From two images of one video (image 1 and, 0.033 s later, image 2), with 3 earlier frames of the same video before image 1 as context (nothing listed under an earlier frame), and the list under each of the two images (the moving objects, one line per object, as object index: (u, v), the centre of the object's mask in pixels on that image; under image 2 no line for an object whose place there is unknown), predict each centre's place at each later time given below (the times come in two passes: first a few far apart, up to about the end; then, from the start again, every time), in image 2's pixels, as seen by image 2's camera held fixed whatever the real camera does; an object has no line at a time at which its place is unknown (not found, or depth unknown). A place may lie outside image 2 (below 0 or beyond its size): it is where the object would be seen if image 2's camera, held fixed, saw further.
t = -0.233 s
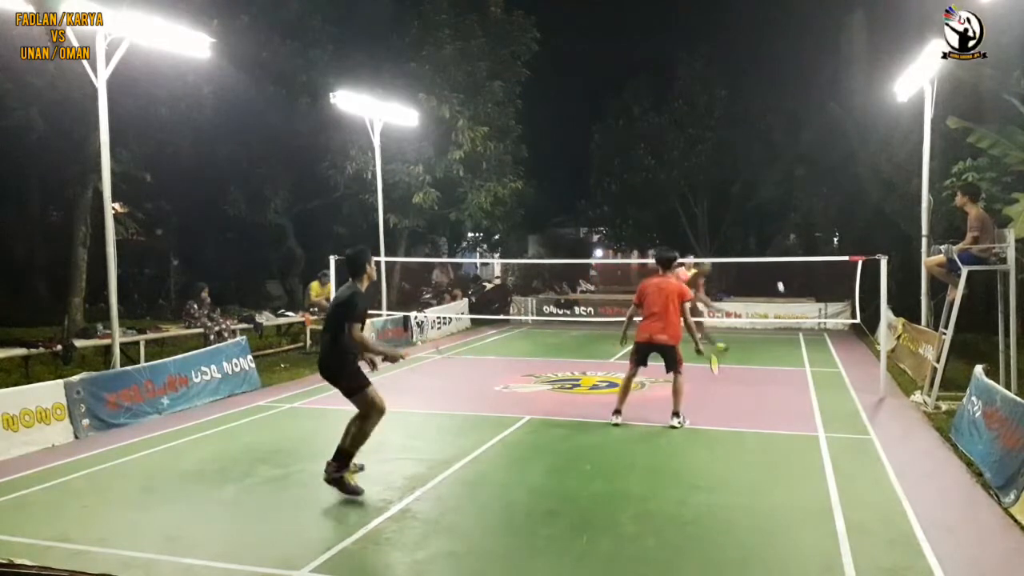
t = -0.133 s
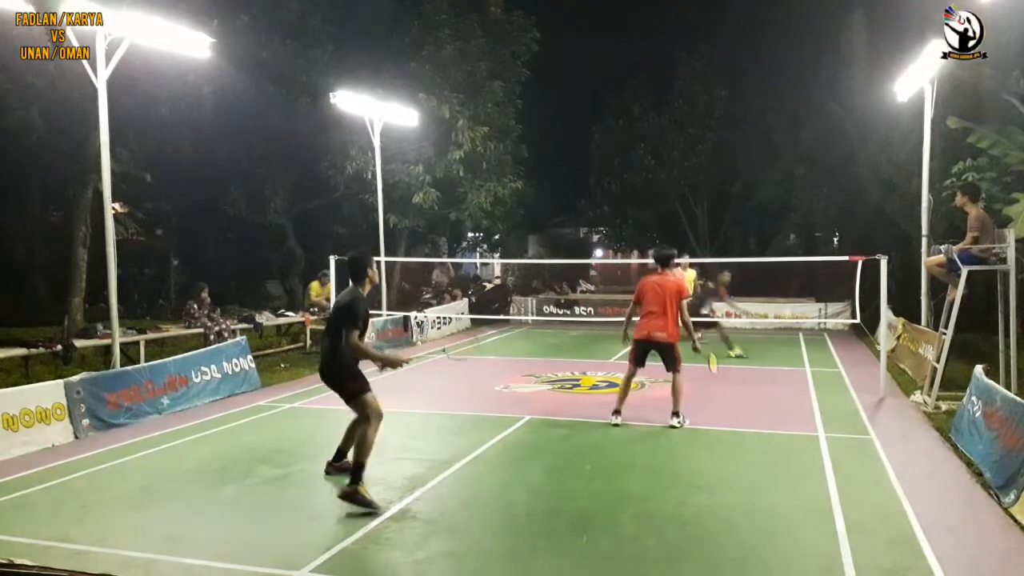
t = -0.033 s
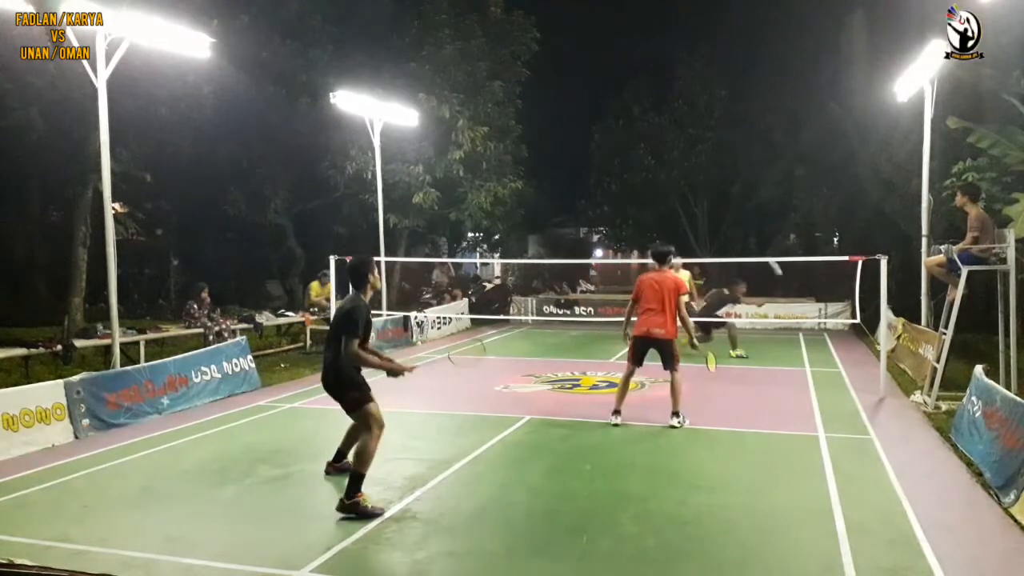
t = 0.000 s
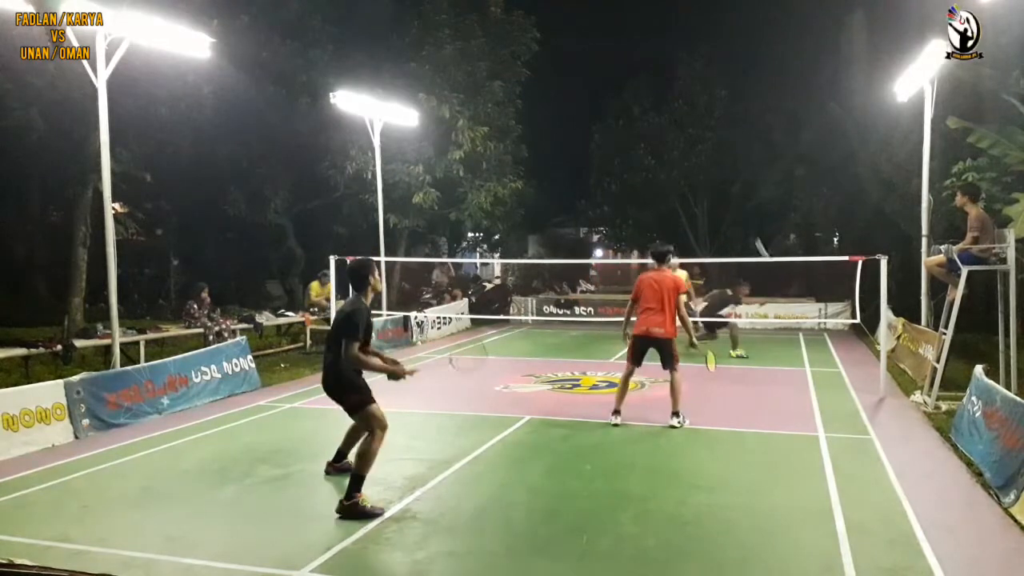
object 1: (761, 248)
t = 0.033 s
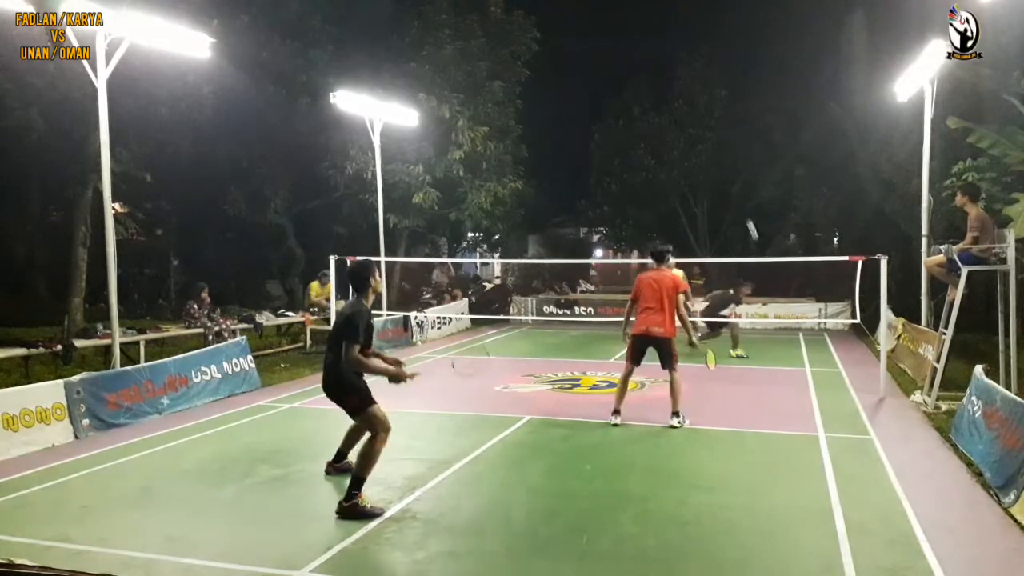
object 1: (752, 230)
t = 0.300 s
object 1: (681, 131)
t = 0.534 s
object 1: (617, 109)
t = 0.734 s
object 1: (555, 147)
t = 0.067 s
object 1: (743, 213)
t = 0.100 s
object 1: (734, 198)
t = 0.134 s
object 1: (725, 184)
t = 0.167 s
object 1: (716, 171)
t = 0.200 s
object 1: (707, 159)
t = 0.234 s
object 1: (699, 149)
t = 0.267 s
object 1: (690, 140)
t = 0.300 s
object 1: (681, 131)
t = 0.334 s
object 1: (672, 124)
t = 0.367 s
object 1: (663, 118)
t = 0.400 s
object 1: (654, 114)
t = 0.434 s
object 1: (645, 110)
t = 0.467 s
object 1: (636, 108)
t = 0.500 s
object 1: (626, 108)
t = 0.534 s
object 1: (617, 109)
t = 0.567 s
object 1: (607, 111)
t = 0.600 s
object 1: (597, 115)
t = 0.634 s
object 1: (586, 120)
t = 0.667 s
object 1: (576, 128)
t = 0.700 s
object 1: (566, 136)
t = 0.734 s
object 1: (555, 147)
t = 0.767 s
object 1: (545, 159)
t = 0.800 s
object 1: (534, 173)
